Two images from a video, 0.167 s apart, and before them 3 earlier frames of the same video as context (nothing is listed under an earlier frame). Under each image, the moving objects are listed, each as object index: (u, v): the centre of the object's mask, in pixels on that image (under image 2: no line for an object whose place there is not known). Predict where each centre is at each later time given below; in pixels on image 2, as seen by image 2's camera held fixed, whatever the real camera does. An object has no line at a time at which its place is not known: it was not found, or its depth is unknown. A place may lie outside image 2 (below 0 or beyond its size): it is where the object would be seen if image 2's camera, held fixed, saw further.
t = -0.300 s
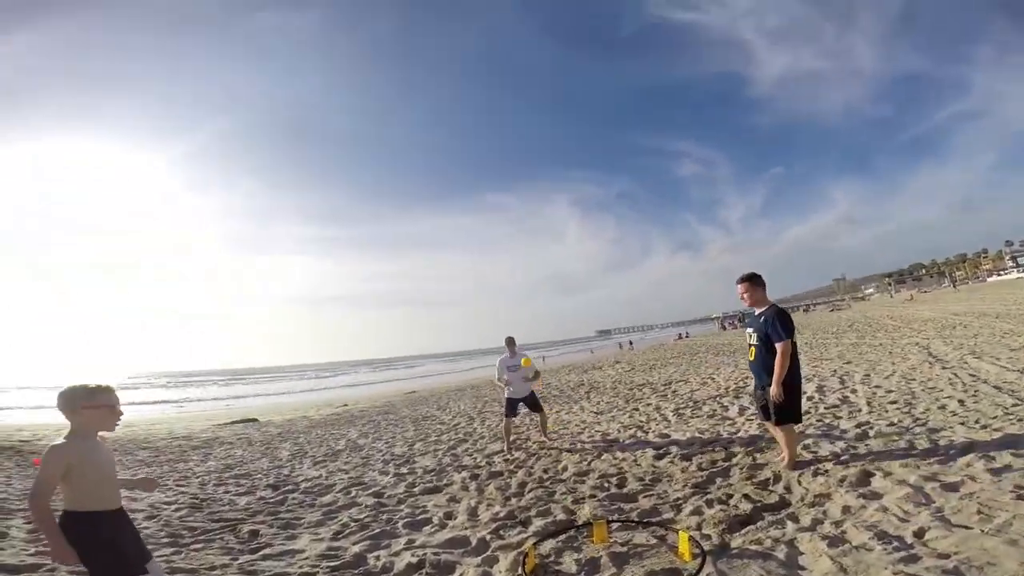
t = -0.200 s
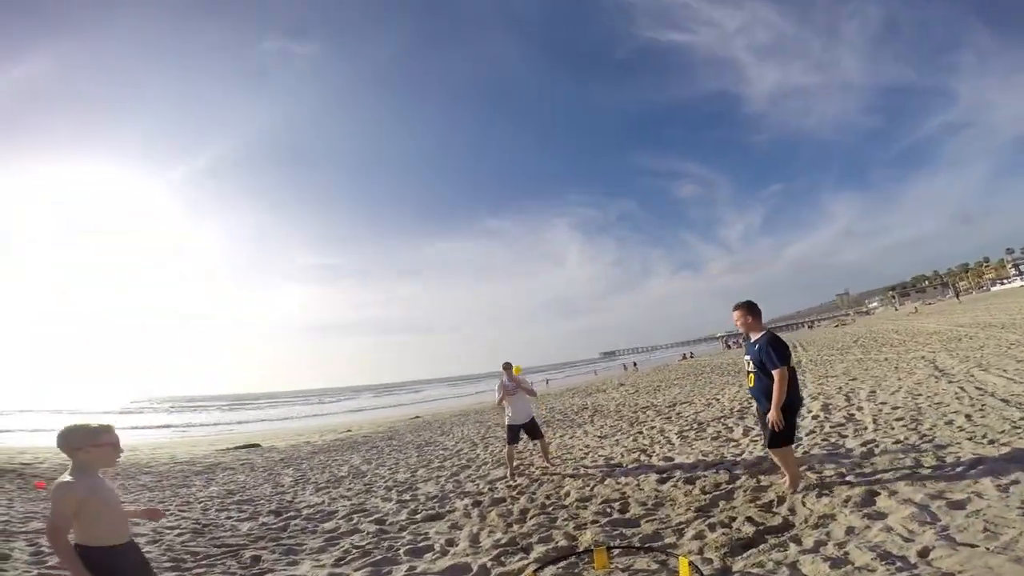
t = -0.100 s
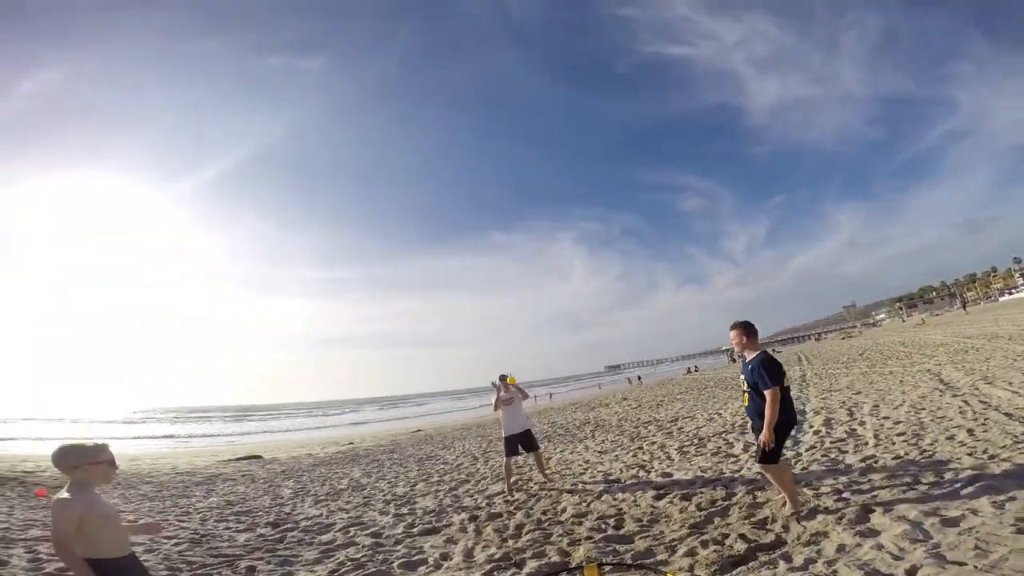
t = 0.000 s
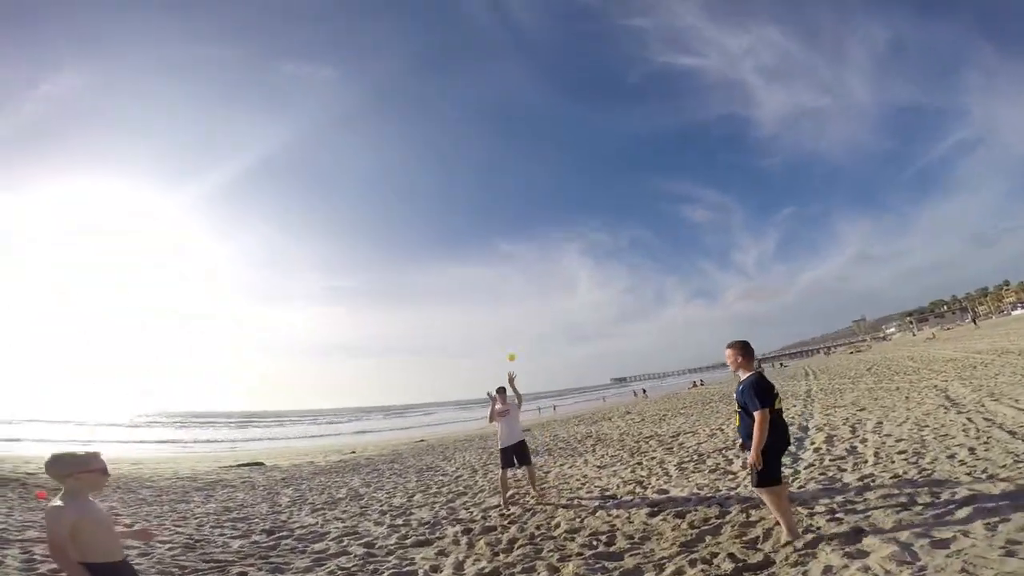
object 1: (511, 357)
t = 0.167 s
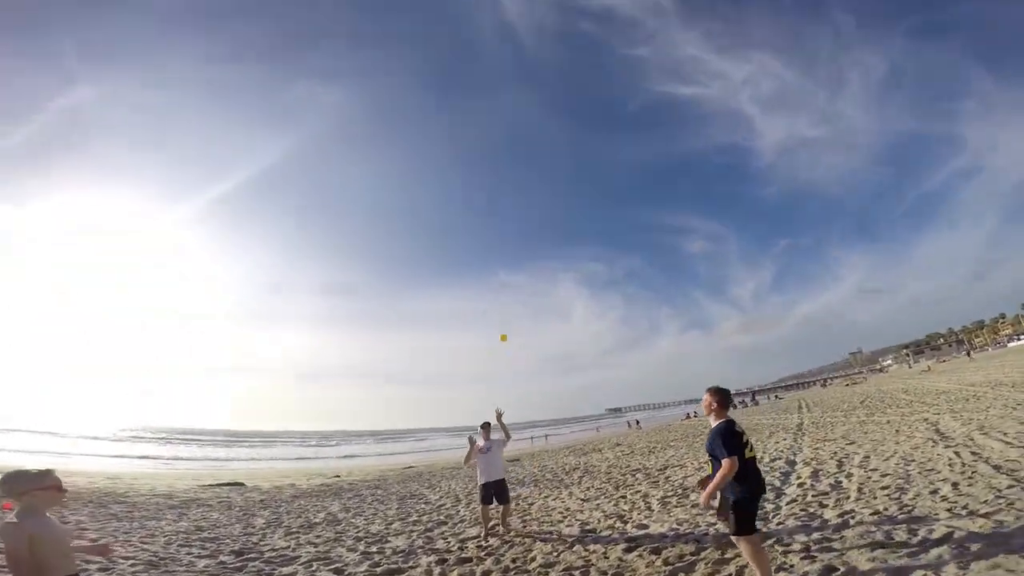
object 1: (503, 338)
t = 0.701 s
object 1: (562, 283)
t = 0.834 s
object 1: (606, 311)
